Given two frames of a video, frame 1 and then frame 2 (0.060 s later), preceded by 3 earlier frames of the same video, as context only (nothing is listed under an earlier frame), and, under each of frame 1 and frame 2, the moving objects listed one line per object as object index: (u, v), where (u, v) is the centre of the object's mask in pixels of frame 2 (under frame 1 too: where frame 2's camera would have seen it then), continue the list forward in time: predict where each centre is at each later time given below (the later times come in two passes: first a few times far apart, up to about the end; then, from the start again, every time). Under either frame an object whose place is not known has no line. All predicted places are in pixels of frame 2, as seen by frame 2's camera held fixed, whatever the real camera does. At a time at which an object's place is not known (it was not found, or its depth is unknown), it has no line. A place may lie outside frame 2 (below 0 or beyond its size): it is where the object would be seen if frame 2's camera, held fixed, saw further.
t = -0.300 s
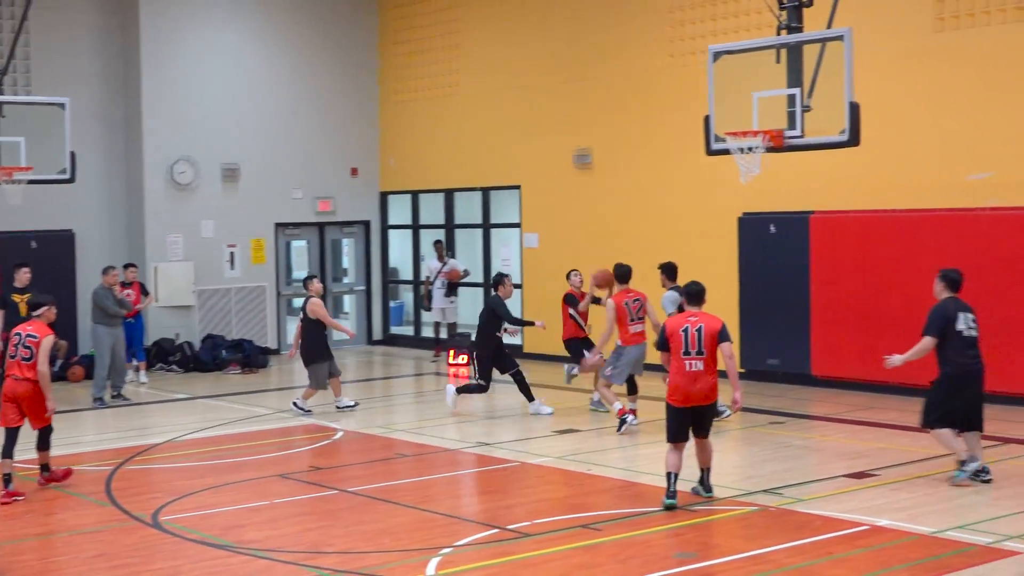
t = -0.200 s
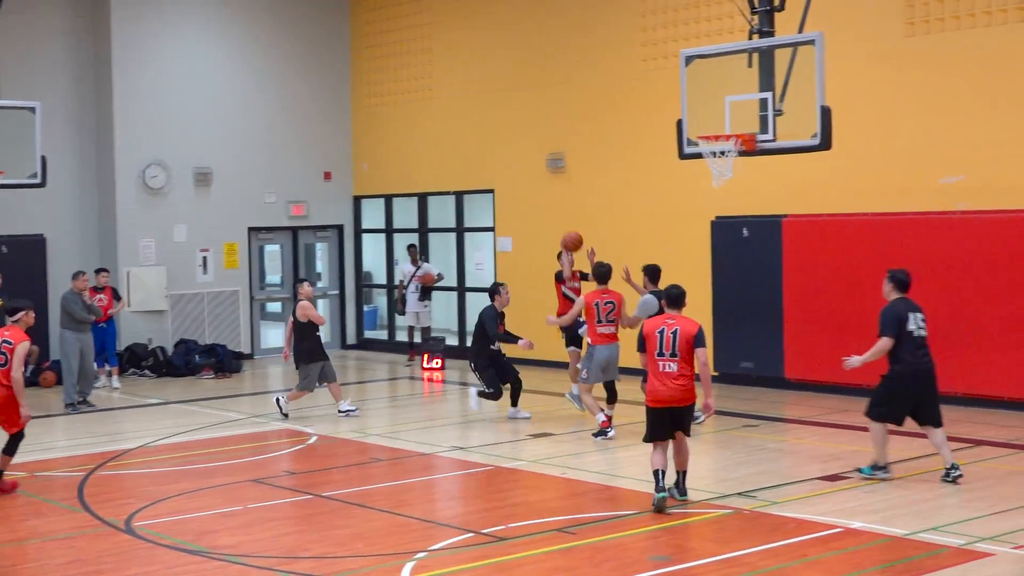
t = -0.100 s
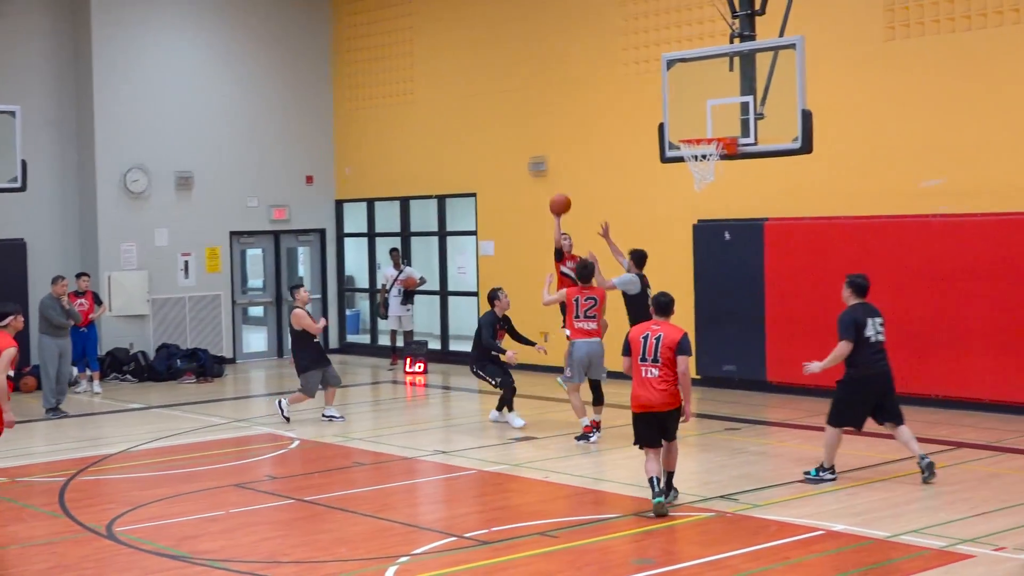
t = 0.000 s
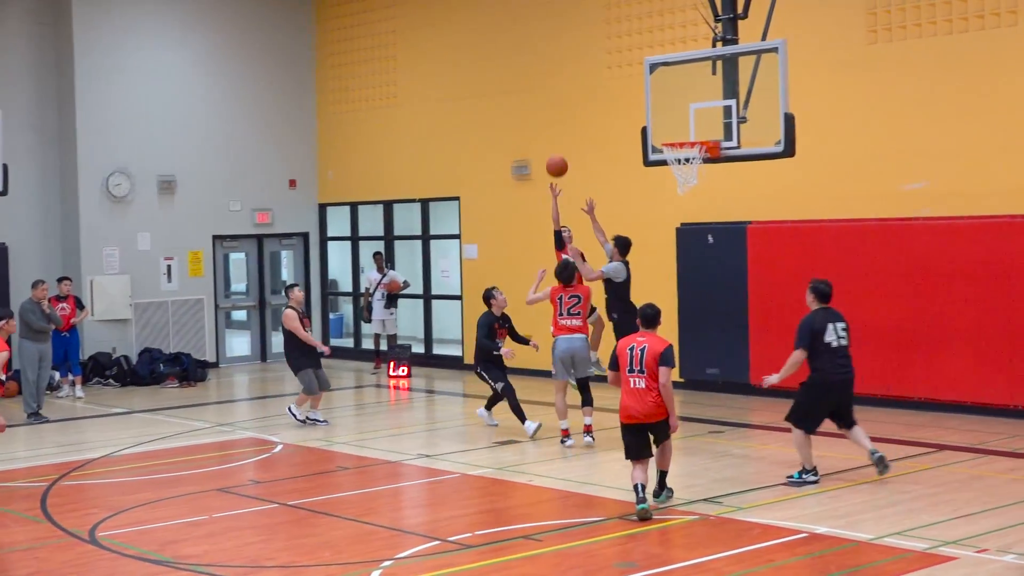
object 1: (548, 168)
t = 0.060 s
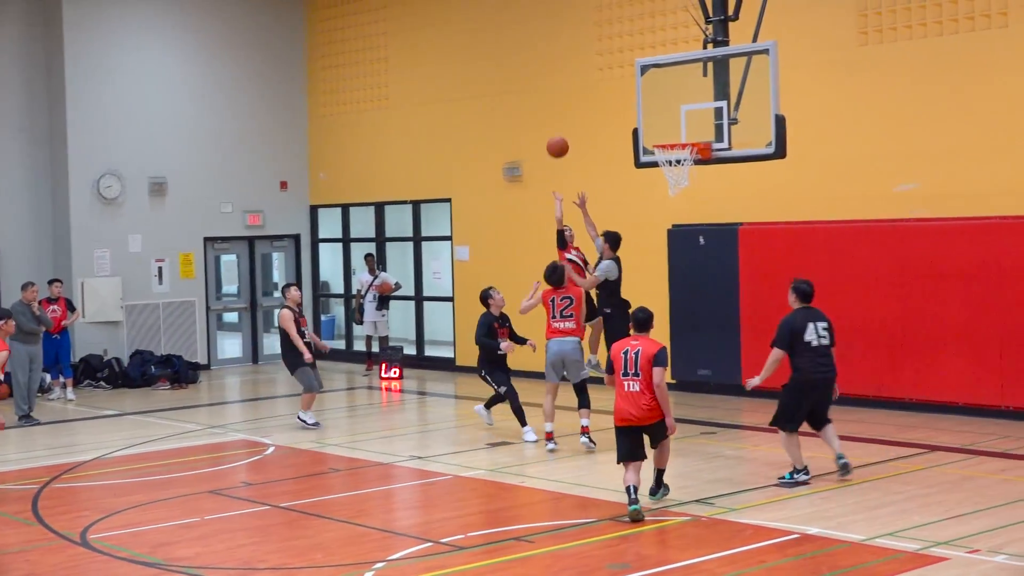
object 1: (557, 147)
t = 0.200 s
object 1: (580, 109)
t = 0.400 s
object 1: (615, 84)
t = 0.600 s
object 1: (654, 97)
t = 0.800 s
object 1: (682, 126)
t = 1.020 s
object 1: (663, 104)
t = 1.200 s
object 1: (650, 122)
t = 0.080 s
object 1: (560, 141)
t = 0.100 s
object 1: (564, 134)
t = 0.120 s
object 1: (567, 129)
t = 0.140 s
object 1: (570, 123)
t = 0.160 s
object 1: (573, 118)
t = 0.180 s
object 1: (577, 113)
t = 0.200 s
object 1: (580, 109)
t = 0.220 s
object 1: (583, 105)
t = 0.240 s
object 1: (587, 101)
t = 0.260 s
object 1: (590, 98)
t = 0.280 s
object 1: (594, 94)
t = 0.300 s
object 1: (597, 92)
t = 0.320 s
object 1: (601, 90)
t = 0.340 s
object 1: (604, 88)
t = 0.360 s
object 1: (608, 86)
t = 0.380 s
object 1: (611, 85)
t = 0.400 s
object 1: (615, 84)
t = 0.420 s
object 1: (619, 84)
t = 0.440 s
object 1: (622, 84)
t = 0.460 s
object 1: (626, 84)
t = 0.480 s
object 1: (630, 85)
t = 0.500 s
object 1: (634, 86)
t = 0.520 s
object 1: (638, 88)
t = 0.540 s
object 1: (642, 89)
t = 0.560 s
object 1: (645, 92)
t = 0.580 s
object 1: (649, 94)
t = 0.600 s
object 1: (654, 97)
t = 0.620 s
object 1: (658, 101)
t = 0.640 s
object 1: (662, 105)
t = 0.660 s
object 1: (666, 109)
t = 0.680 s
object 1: (670, 114)
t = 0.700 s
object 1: (674, 119)
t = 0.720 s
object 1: (678, 125)
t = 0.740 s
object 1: (682, 131)
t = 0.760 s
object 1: (685, 134)
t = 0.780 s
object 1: (683, 130)
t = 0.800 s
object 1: (682, 126)
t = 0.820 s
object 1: (680, 122)
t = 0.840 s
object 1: (678, 118)
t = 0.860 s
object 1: (677, 115)
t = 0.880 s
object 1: (675, 112)
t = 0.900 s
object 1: (673, 110)
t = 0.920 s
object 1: (672, 108)
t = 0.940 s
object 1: (670, 106)
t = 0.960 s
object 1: (668, 105)
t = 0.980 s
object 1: (667, 105)
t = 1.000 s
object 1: (665, 104)
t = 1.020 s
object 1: (663, 104)
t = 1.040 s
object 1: (662, 105)
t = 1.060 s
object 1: (660, 105)
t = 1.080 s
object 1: (659, 107)
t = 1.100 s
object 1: (657, 108)
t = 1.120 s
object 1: (656, 110)
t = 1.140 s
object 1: (654, 113)
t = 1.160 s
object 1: (653, 115)
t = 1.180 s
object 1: (651, 118)
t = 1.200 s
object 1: (650, 122)
